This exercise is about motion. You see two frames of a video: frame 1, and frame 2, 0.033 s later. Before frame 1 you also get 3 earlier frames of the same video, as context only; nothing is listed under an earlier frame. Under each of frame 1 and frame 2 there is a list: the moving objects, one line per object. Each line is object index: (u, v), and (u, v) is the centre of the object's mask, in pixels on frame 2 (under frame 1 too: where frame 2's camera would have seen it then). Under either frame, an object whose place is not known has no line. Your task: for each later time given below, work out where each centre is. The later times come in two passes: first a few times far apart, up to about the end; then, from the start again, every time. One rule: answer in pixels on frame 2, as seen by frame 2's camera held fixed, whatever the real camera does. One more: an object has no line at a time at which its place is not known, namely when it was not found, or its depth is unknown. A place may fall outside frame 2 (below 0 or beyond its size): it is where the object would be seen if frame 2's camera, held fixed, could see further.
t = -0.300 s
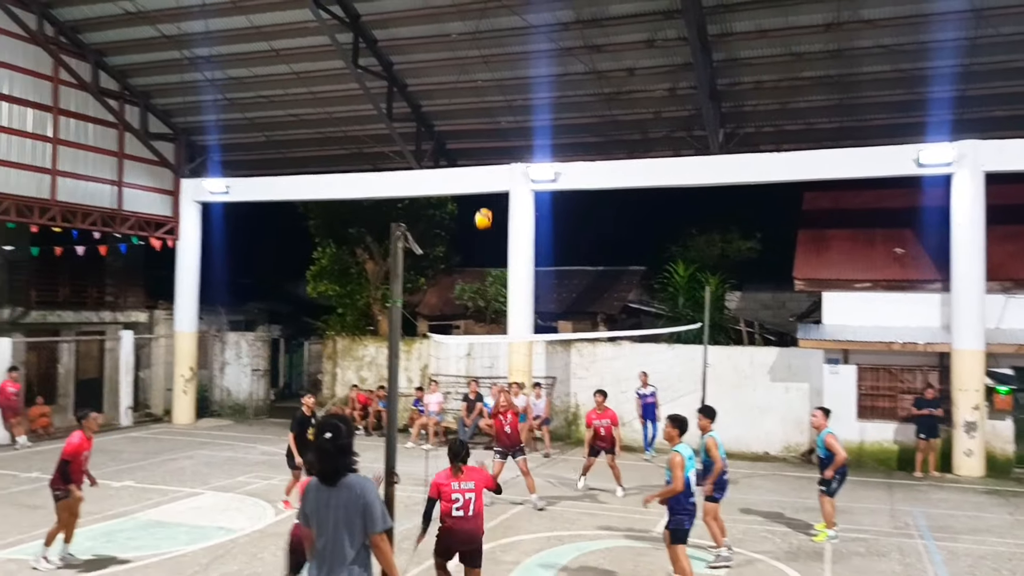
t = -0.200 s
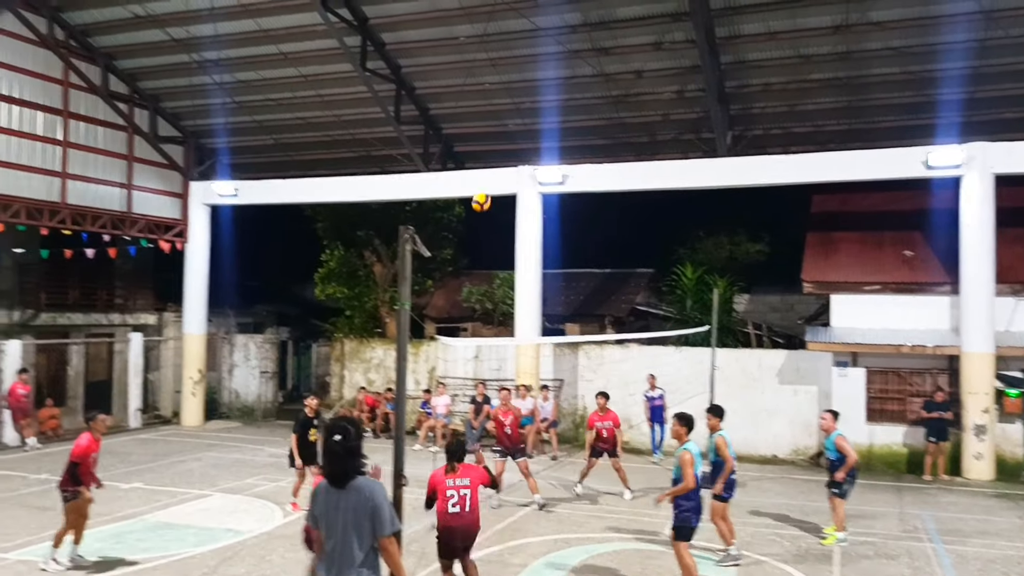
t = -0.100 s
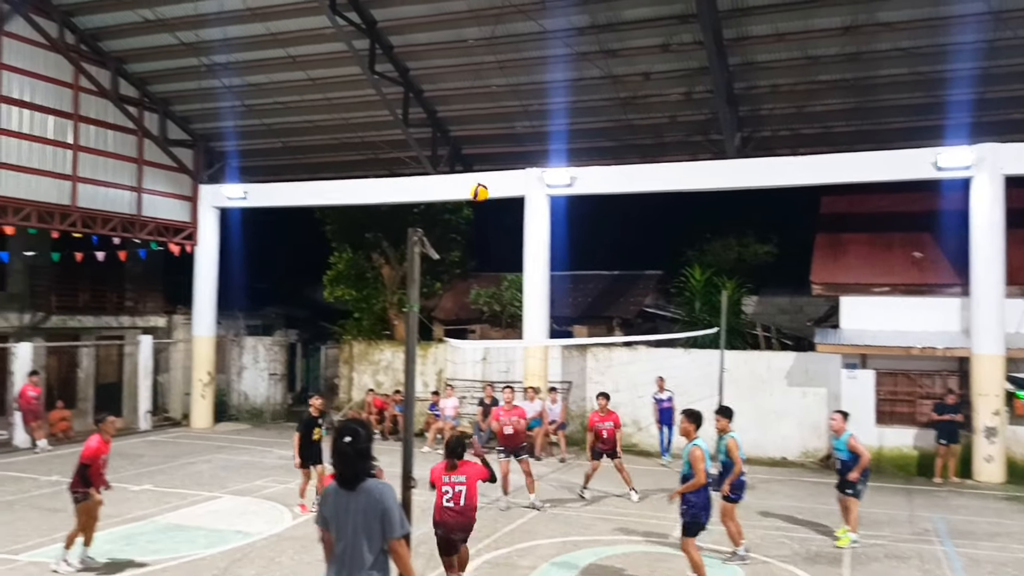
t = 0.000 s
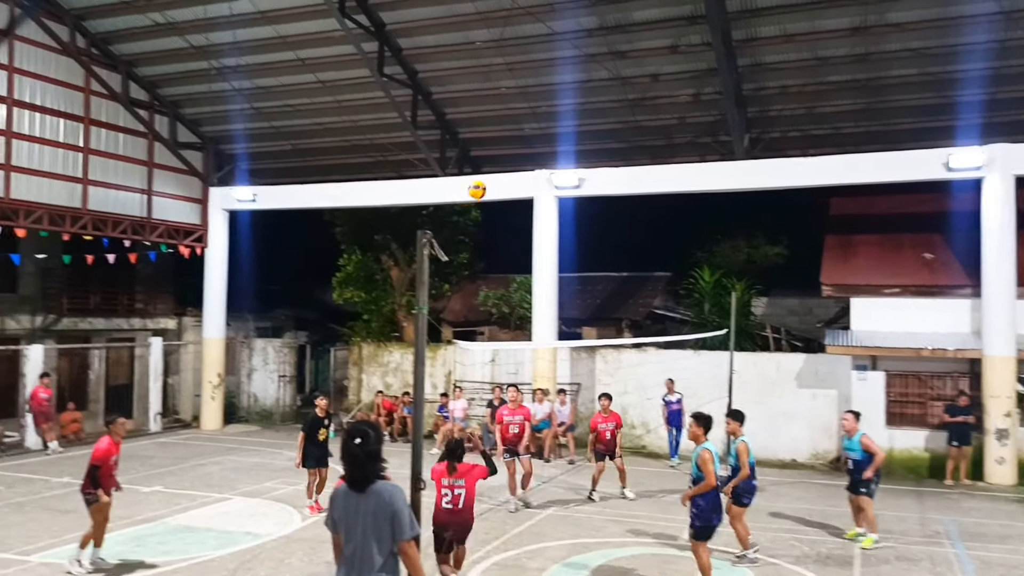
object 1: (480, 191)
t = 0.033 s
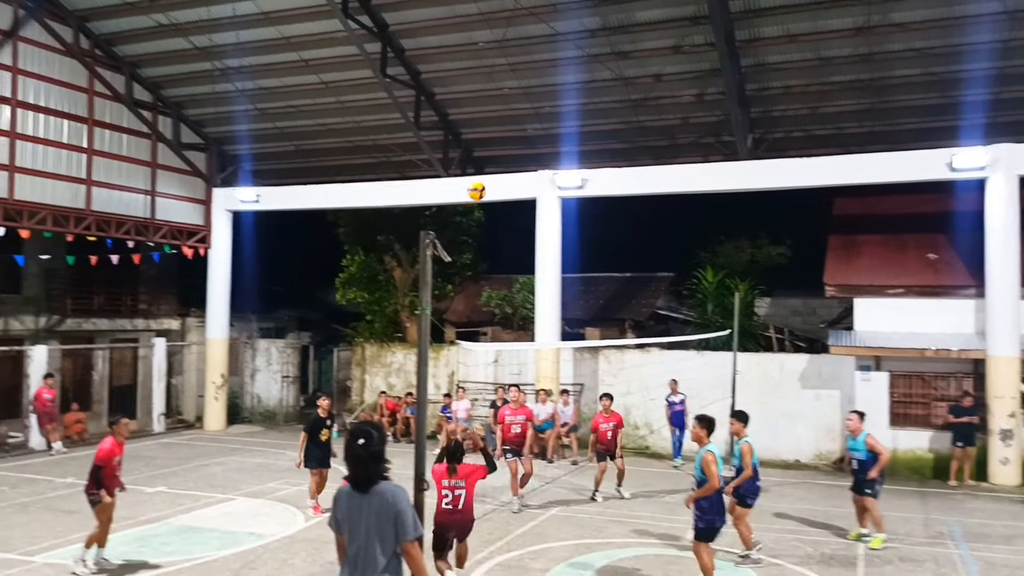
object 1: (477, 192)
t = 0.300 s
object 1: (442, 232)
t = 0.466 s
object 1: (414, 294)
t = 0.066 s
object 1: (473, 194)
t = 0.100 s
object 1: (469, 197)
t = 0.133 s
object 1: (466, 200)
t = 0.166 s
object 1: (462, 205)
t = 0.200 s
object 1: (458, 210)
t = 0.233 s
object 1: (452, 216)
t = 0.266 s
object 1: (446, 224)
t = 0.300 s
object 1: (442, 232)
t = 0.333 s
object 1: (441, 239)
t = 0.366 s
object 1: (437, 252)
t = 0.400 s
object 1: (434, 265)
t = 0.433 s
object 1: (432, 279)
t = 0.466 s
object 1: (414, 294)
